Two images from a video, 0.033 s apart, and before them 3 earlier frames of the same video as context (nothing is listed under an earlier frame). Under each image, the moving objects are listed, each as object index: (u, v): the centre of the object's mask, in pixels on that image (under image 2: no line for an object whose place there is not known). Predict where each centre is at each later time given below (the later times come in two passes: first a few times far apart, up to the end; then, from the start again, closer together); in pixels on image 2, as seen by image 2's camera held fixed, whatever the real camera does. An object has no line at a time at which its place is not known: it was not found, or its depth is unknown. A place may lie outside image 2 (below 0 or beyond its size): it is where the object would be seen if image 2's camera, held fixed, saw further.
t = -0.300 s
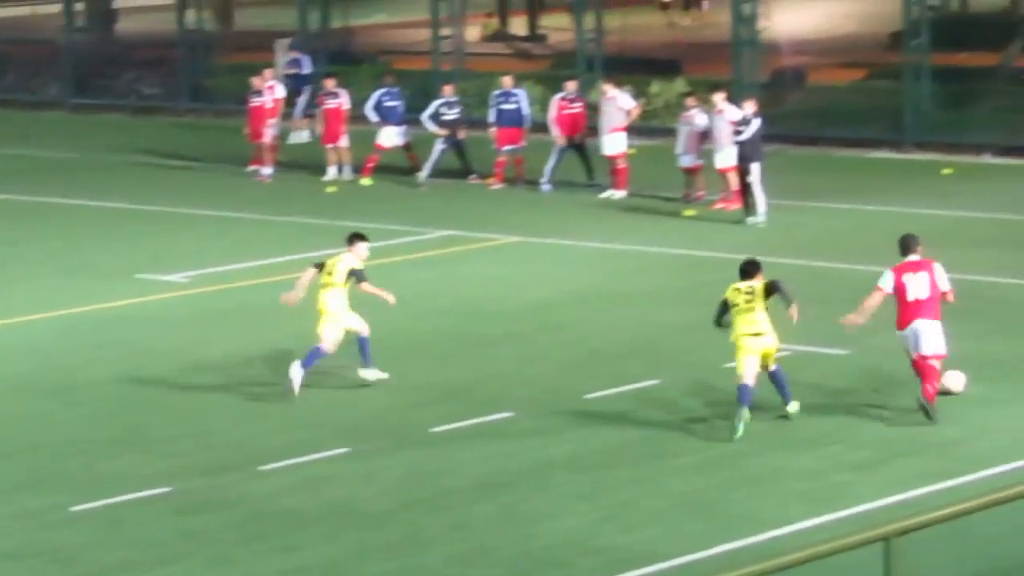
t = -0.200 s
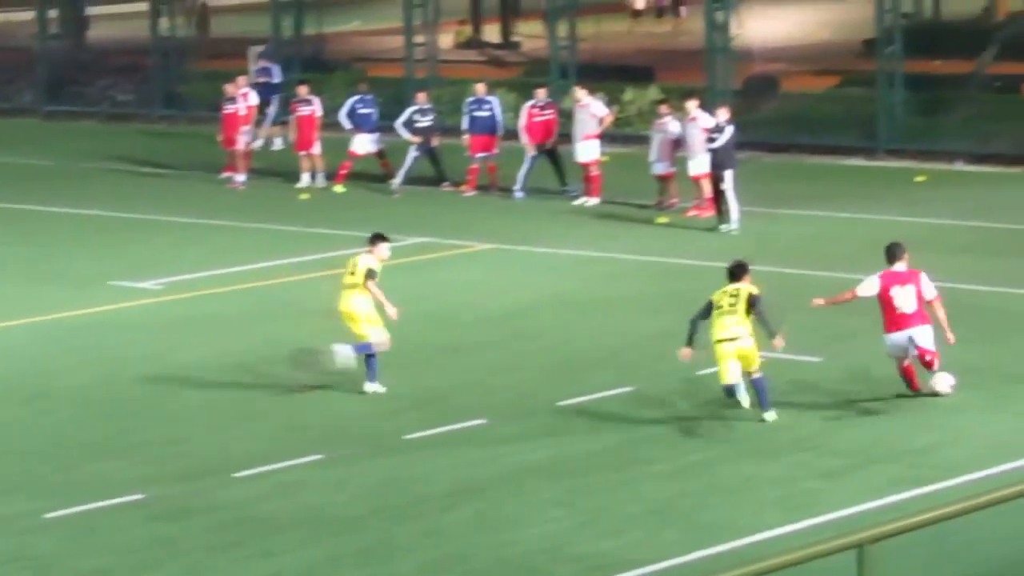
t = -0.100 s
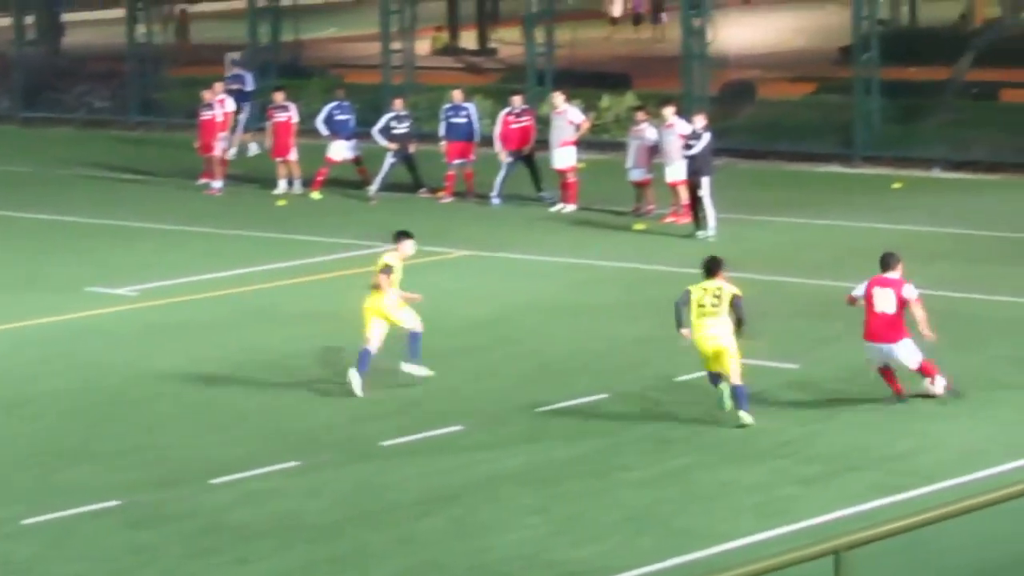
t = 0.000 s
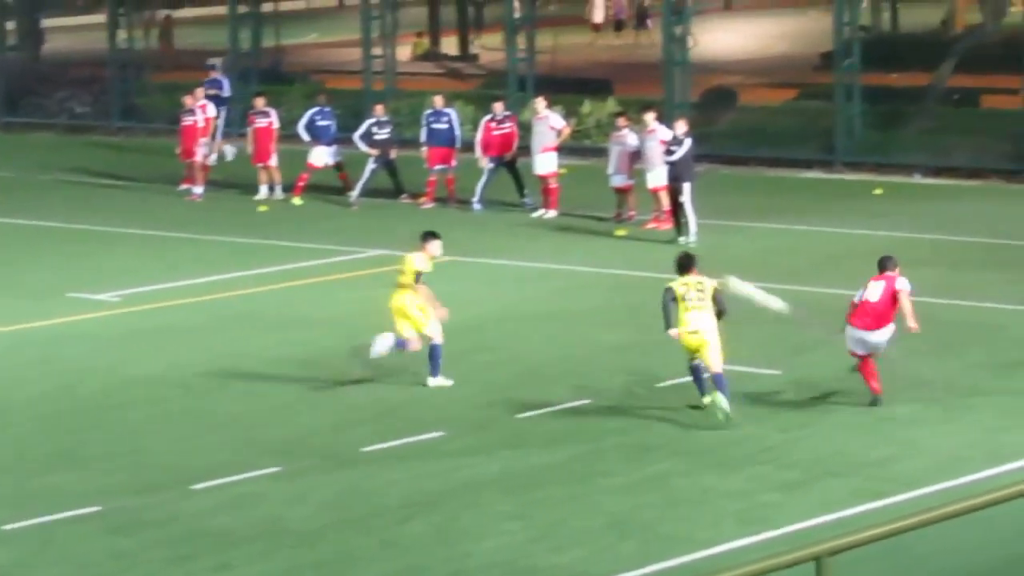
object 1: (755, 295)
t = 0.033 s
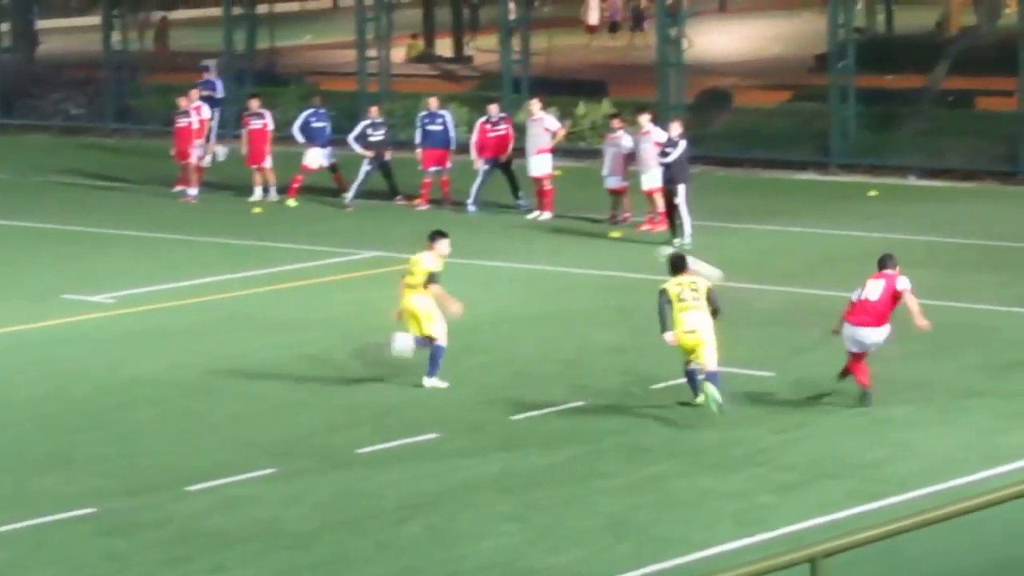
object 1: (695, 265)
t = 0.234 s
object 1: (376, 126)
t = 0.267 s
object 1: (334, 110)
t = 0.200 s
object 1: (423, 143)
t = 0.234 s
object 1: (376, 126)
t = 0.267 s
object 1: (334, 110)
